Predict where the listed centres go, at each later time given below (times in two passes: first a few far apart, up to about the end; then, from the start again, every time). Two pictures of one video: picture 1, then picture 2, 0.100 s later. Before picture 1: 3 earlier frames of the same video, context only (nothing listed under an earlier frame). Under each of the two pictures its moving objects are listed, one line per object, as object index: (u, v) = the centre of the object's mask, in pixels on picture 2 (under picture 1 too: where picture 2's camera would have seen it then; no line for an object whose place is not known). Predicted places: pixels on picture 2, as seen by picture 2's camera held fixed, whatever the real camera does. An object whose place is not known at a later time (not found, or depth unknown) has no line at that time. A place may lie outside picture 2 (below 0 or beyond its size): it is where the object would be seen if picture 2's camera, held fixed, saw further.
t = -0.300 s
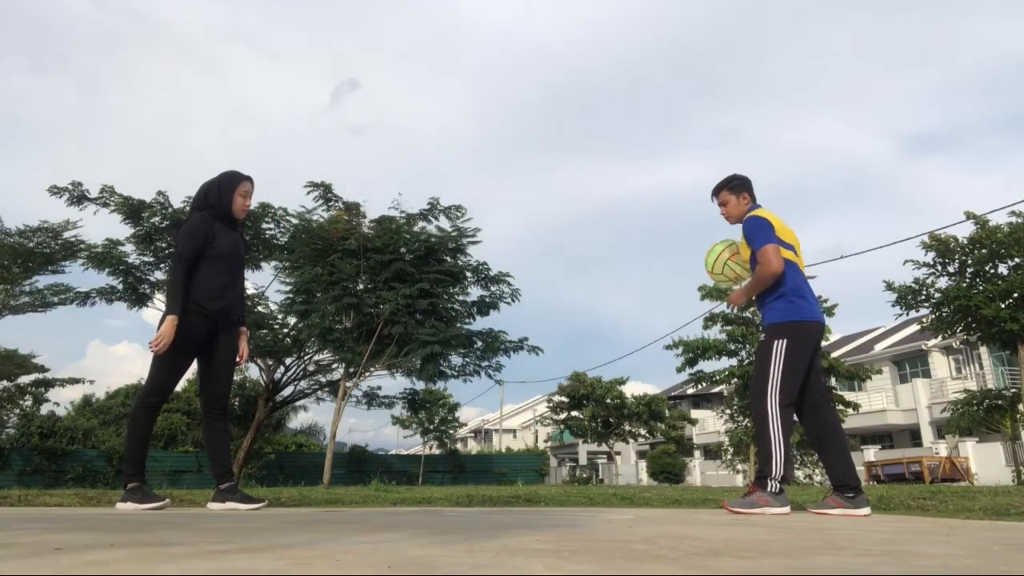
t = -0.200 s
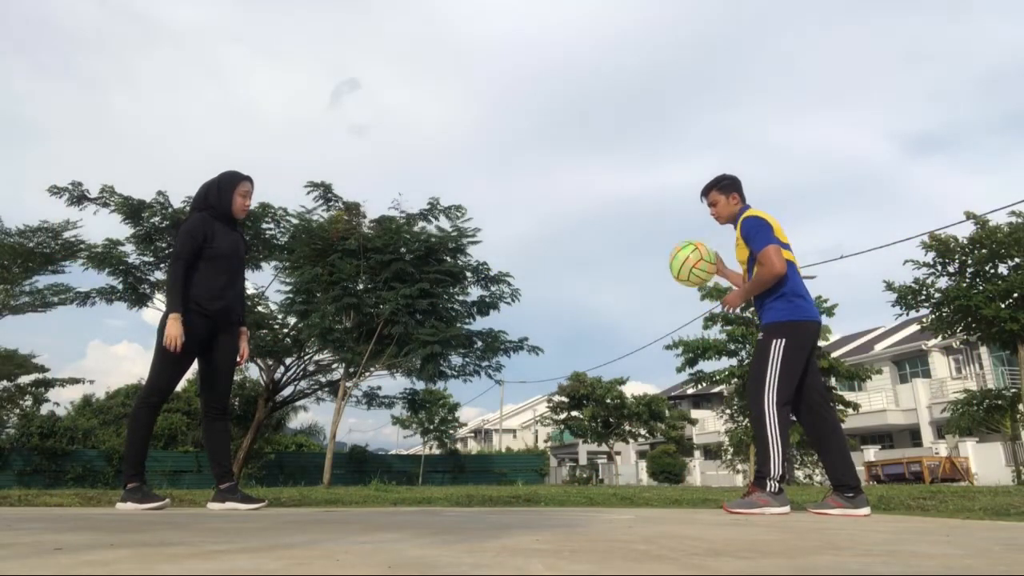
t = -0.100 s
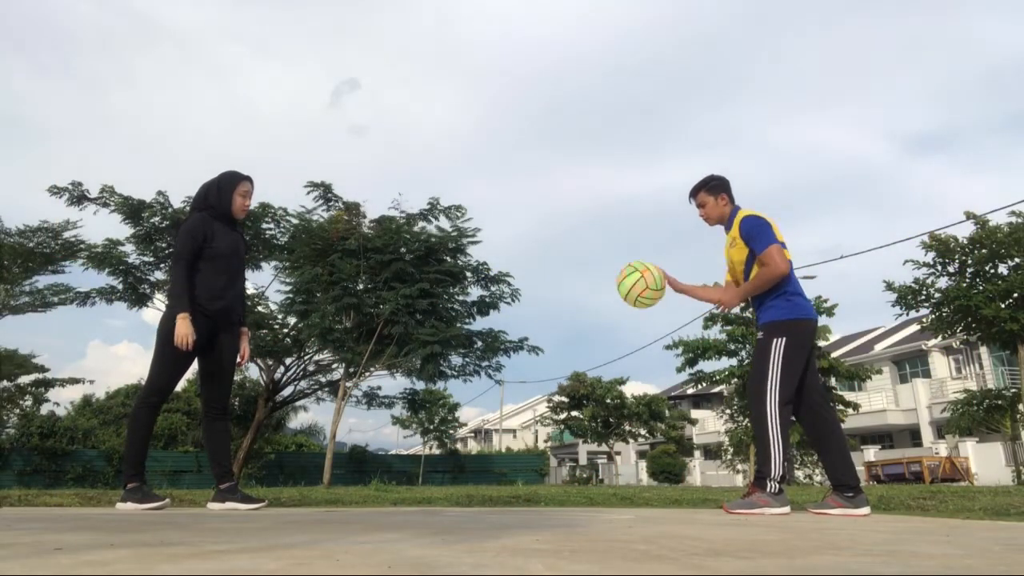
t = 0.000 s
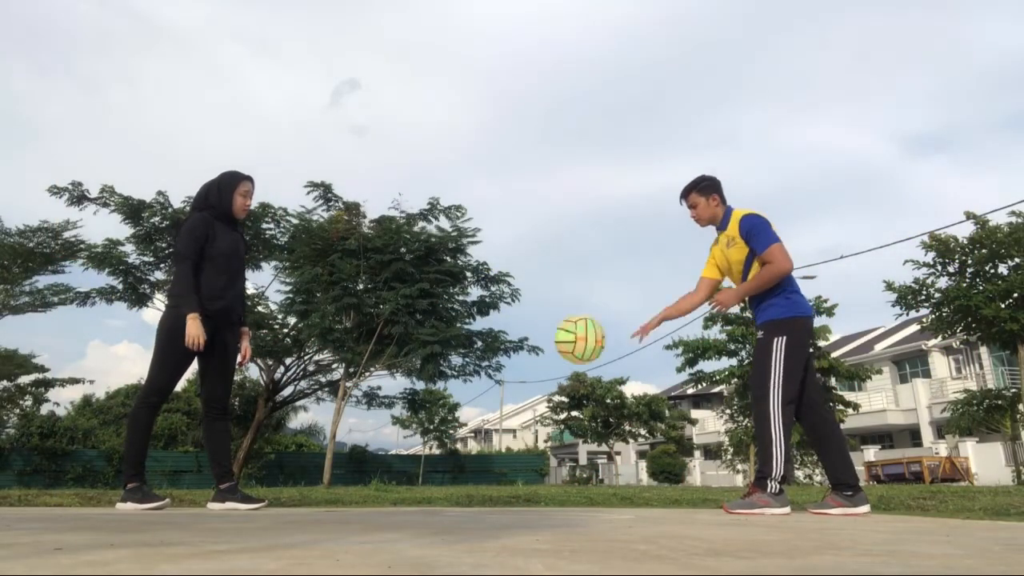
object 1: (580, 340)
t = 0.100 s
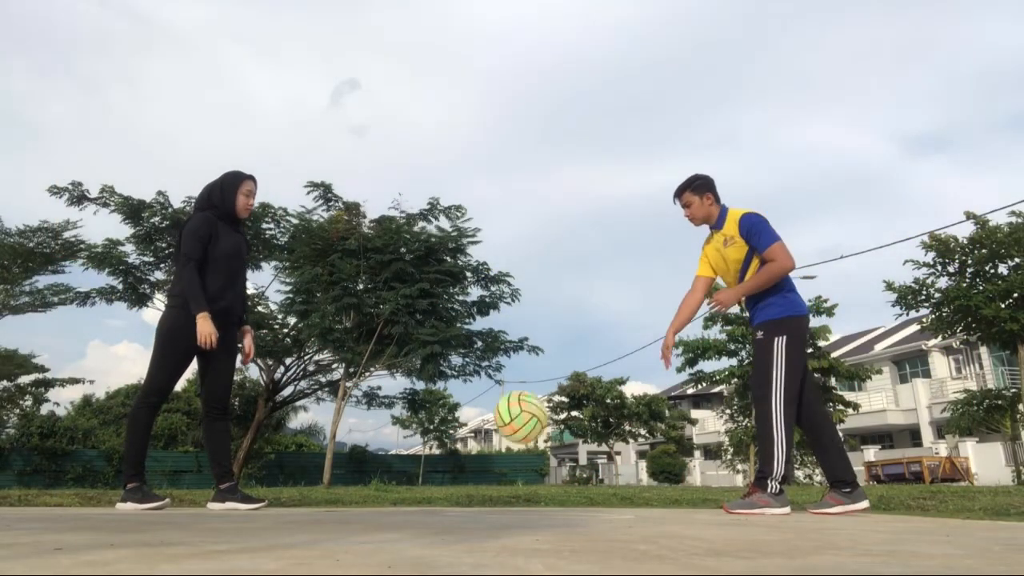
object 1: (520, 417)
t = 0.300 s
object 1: (437, 382)
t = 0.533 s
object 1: (371, 285)
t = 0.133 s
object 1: (501, 448)
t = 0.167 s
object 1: (482, 480)
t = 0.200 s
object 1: (469, 461)
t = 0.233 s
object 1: (458, 433)
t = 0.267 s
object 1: (447, 406)
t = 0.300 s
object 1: (437, 382)
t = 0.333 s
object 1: (427, 361)
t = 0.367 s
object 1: (417, 343)
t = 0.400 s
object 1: (408, 327)
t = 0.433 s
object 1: (398, 314)
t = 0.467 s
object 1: (389, 302)
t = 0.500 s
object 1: (380, 293)
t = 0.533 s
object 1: (371, 285)
